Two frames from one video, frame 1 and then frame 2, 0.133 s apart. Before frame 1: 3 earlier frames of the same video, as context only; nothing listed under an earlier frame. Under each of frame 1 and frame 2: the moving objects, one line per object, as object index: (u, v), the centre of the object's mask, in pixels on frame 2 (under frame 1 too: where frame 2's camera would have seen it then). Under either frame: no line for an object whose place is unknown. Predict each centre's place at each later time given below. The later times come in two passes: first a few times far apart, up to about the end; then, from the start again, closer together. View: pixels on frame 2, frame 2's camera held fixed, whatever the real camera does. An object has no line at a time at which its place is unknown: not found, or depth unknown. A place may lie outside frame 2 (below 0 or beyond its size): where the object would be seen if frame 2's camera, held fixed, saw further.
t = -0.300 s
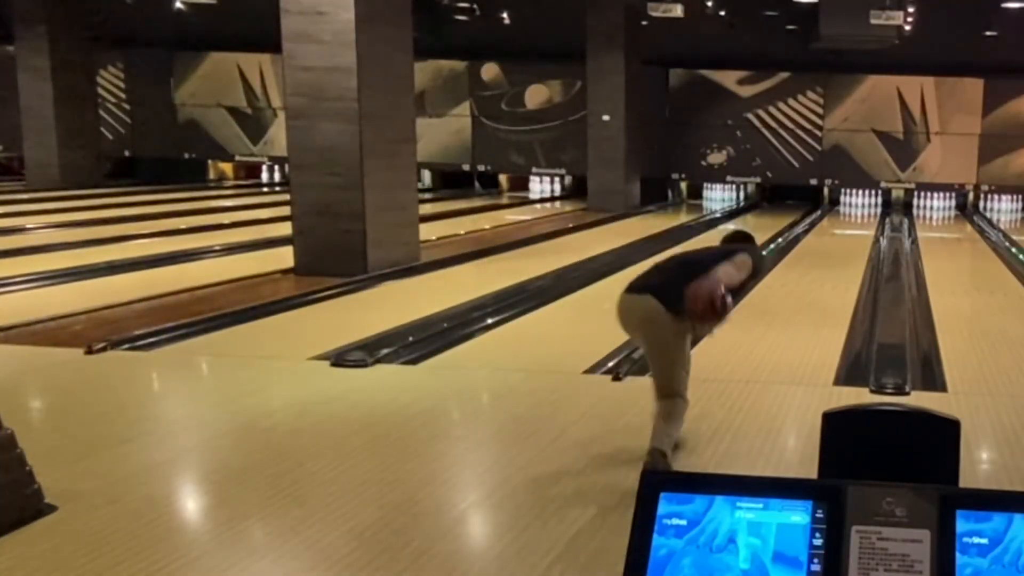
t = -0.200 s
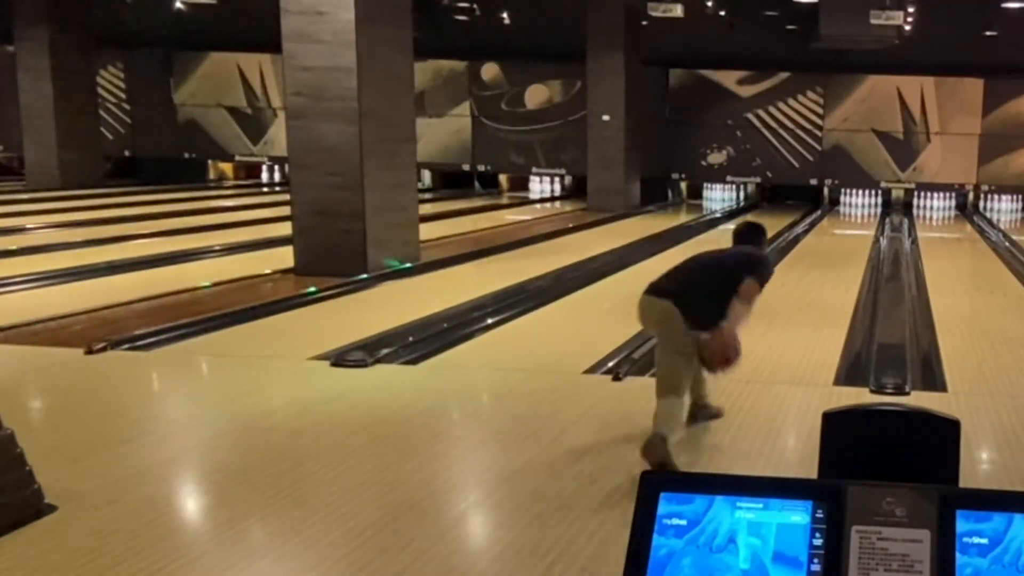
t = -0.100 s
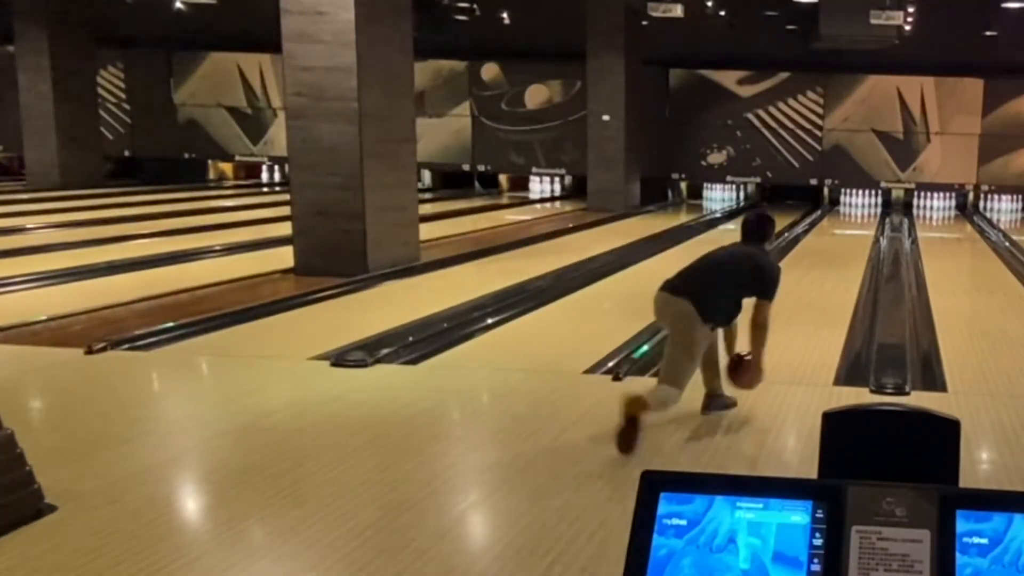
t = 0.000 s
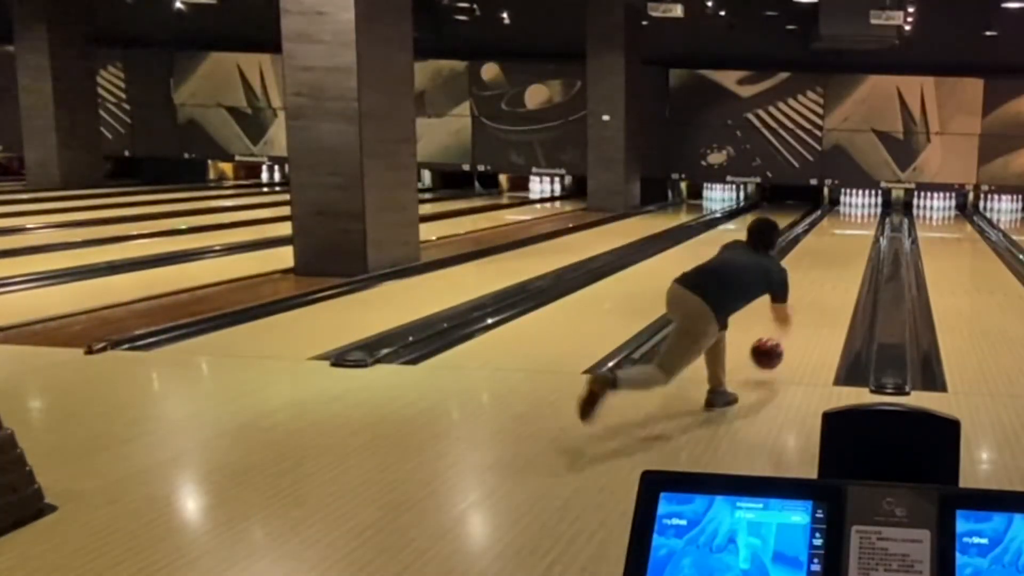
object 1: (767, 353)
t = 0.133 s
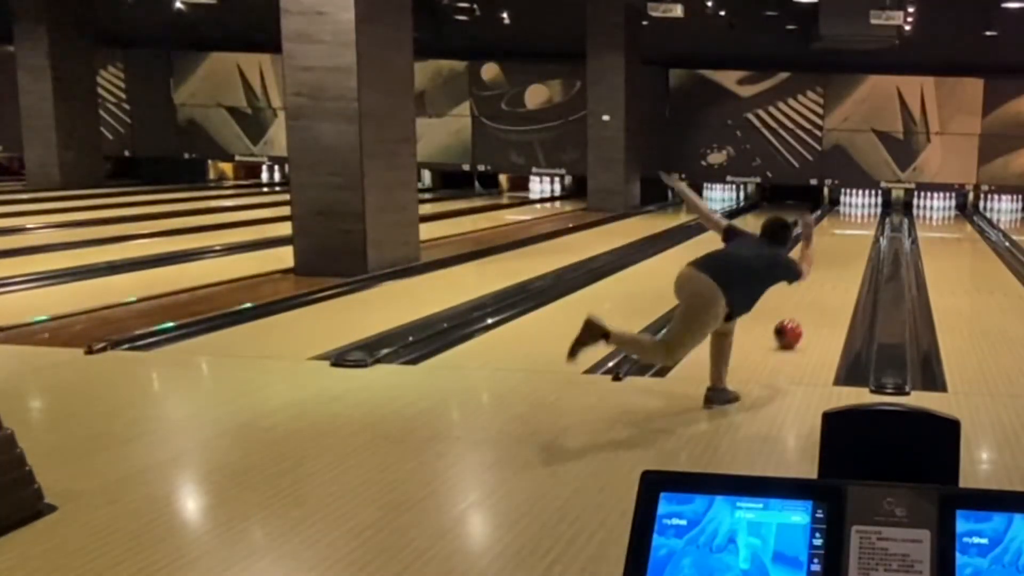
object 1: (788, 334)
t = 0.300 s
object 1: (808, 306)
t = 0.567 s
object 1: (829, 275)
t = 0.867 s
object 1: (843, 252)
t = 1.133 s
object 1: (851, 238)
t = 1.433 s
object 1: (858, 225)
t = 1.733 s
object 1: (862, 216)
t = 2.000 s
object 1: (862, 210)
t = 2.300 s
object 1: (860, 204)
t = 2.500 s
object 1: (859, 202)
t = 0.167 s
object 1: (792, 328)
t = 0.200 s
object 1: (797, 322)
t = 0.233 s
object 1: (800, 316)
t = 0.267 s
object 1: (804, 311)
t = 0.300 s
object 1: (808, 306)
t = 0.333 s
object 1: (811, 302)
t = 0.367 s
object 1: (814, 298)
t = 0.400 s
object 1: (816, 293)
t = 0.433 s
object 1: (819, 289)
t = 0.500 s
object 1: (823, 290)
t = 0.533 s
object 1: (830, 274)
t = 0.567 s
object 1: (829, 275)
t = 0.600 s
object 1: (830, 272)
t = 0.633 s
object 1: (832, 270)
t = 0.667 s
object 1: (834, 266)
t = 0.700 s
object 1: (835, 264)
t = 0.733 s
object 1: (837, 262)
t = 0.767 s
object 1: (839, 259)
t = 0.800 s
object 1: (840, 257)
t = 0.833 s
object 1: (841, 254)
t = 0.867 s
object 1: (843, 252)
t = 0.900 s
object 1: (844, 251)
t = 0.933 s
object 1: (845, 248)
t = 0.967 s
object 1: (846, 246)
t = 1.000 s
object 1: (847, 245)
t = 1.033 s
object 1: (848, 243)
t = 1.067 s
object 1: (849, 242)
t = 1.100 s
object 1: (850, 240)
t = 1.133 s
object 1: (851, 238)
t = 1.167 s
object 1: (852, 236)
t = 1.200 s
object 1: (853, 236)
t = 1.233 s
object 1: (854, 234)
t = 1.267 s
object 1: (855, 232)
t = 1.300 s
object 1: (855, 231)
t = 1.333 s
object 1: (856, 229)
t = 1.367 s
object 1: (857, 228)
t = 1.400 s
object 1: (857, 226)
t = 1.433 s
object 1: (858, 225)
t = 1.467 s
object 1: (859, 224)
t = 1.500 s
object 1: (859, 224)
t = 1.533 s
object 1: (859, 223)
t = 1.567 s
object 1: (860, 221)
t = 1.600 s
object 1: (860, 220)
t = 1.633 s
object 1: (861, 219)
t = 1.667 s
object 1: (861, 218)
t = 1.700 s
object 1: (862, 217)
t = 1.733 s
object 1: (862, 216)
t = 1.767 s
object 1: (863, 215)
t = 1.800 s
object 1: (863, 214)
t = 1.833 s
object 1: (863, 214)
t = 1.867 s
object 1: (863, 213)
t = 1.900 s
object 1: (863, 212)
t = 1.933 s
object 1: (863, 211)
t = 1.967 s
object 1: (863, 211)
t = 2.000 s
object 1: (862, 210)
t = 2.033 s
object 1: (862, 209)
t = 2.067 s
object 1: (862, 209)
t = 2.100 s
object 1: (862, 208)
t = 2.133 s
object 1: (862, 207)
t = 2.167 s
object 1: (861, 207)
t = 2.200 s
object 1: (861, 206)
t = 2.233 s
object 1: (861, 205)
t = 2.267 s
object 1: (861, 205)
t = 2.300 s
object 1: (860, 204)
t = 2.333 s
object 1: (860, 204)
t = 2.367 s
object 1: (860, 203)
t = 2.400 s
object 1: (859, 203)
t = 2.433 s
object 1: (859, 203)
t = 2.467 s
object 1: (859, 202)
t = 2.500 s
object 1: (859, 202)
